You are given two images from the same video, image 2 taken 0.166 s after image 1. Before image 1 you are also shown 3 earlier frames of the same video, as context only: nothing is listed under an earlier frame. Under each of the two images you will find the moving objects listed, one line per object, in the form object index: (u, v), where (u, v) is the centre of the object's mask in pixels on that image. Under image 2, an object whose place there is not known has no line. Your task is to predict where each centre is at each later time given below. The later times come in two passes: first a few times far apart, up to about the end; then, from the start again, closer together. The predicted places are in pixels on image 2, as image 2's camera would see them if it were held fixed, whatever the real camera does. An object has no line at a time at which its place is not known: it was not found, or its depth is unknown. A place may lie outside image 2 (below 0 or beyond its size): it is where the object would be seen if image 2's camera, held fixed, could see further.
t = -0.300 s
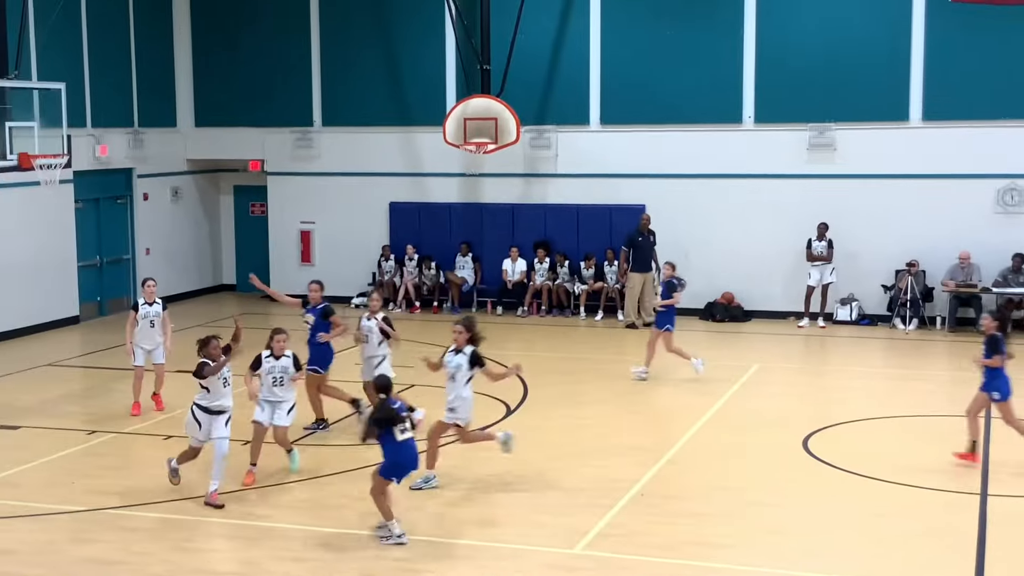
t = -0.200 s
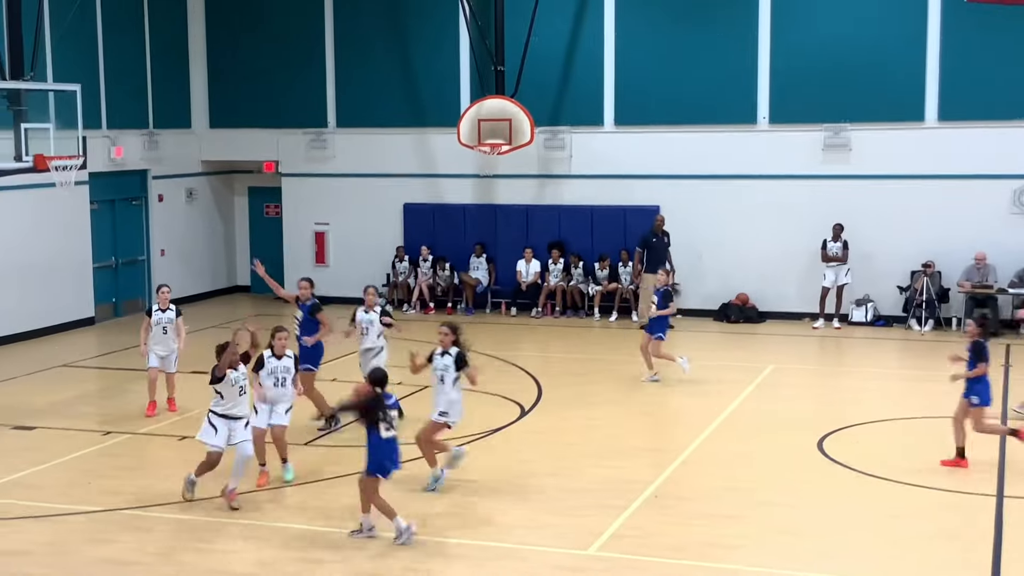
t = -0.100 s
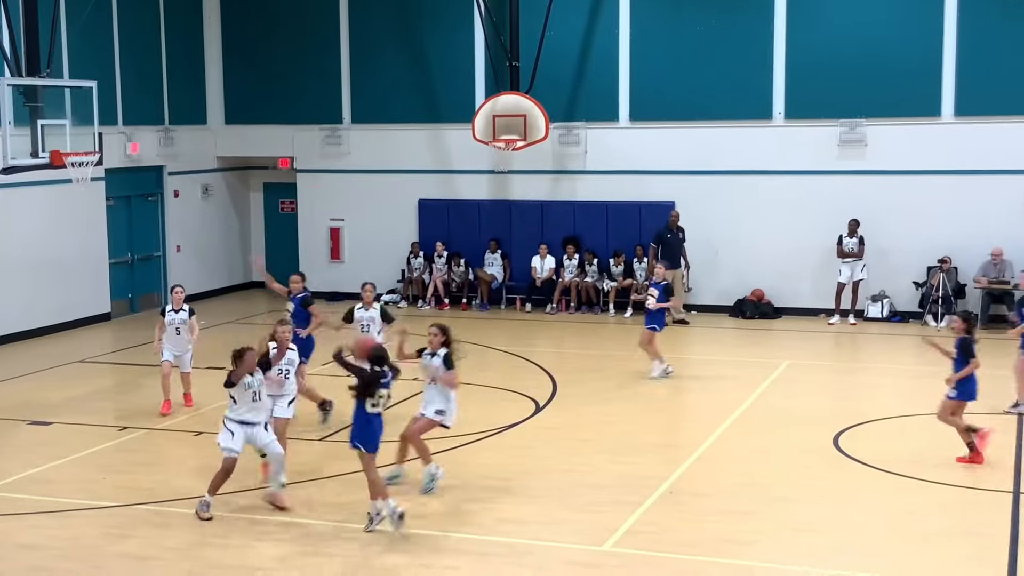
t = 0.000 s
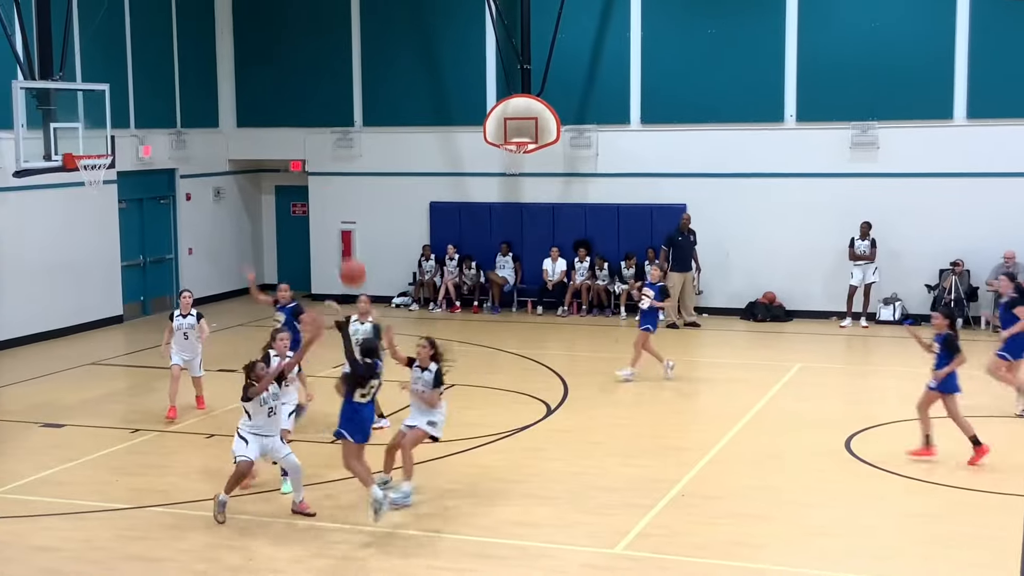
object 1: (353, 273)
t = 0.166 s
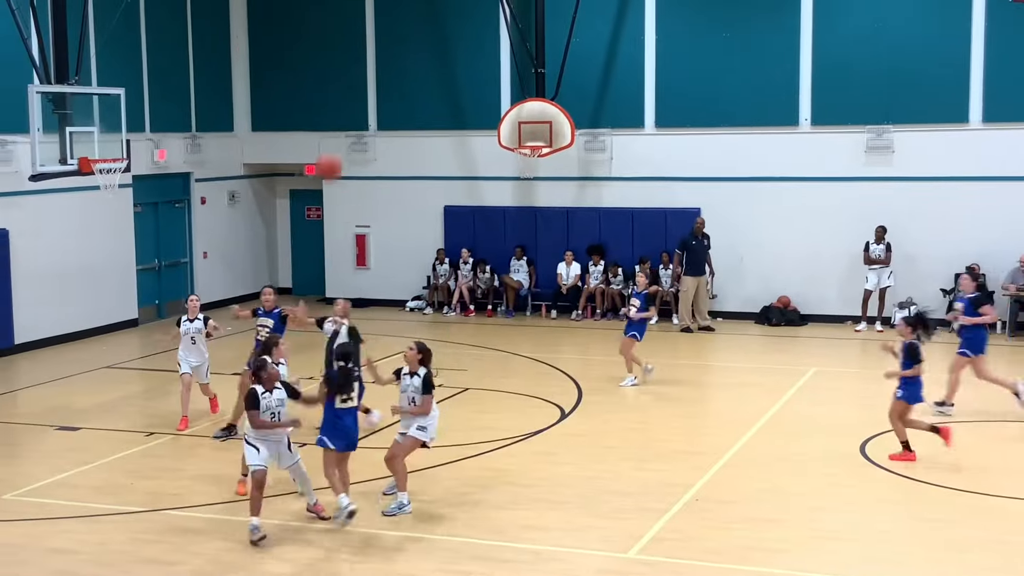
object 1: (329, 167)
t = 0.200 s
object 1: (322, 149)
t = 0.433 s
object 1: (274, 68)
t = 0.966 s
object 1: (194, 101)
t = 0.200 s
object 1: (322, 149)
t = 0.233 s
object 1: (314, 133)
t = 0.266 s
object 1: (308, 119)
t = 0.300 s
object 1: (301, 106)
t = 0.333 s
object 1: (294, 95)
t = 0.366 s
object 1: (287, 84)
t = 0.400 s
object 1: (281, 75)
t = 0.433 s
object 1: (274, 68)
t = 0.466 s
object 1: (268, 61)
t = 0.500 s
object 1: (263, 57)
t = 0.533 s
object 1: (257, 53)
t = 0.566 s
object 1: (251, 50)
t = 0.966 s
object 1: (194, 101)
